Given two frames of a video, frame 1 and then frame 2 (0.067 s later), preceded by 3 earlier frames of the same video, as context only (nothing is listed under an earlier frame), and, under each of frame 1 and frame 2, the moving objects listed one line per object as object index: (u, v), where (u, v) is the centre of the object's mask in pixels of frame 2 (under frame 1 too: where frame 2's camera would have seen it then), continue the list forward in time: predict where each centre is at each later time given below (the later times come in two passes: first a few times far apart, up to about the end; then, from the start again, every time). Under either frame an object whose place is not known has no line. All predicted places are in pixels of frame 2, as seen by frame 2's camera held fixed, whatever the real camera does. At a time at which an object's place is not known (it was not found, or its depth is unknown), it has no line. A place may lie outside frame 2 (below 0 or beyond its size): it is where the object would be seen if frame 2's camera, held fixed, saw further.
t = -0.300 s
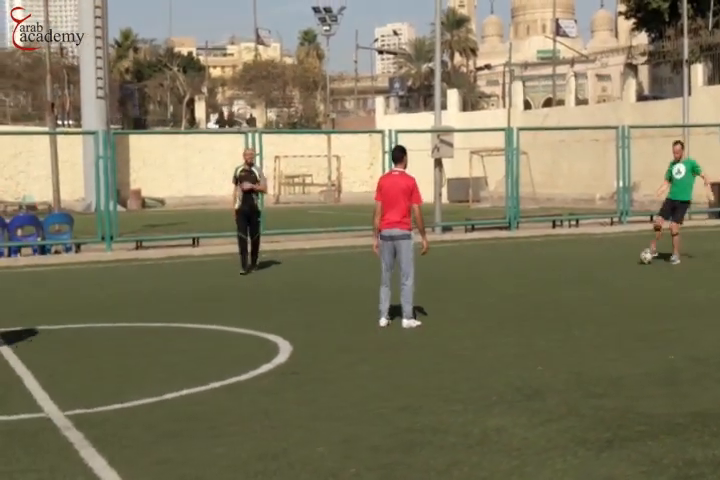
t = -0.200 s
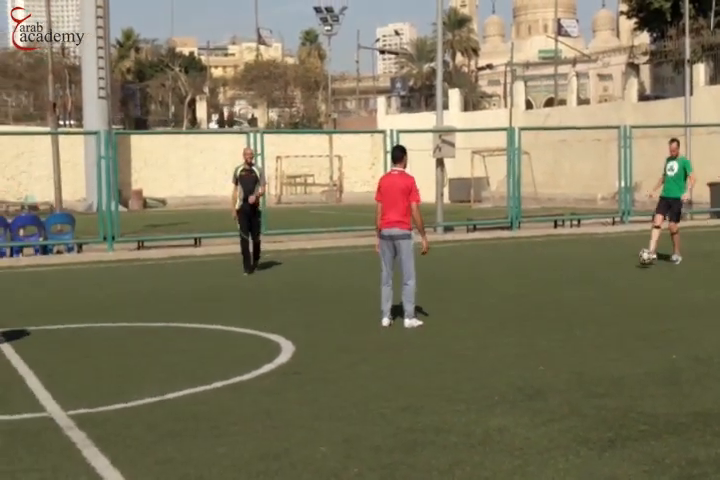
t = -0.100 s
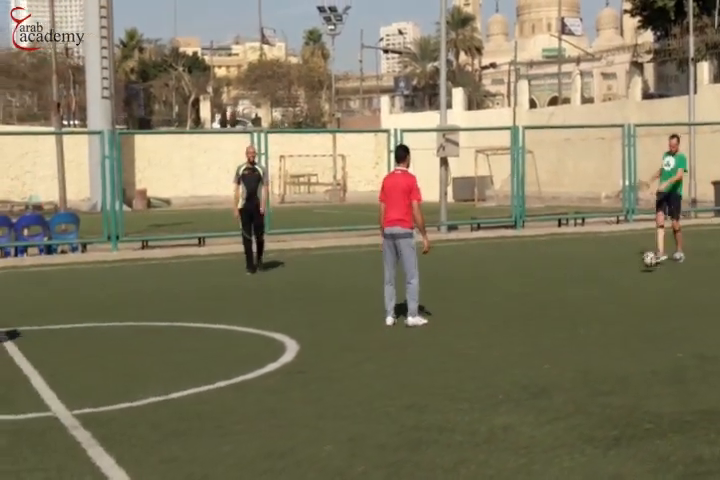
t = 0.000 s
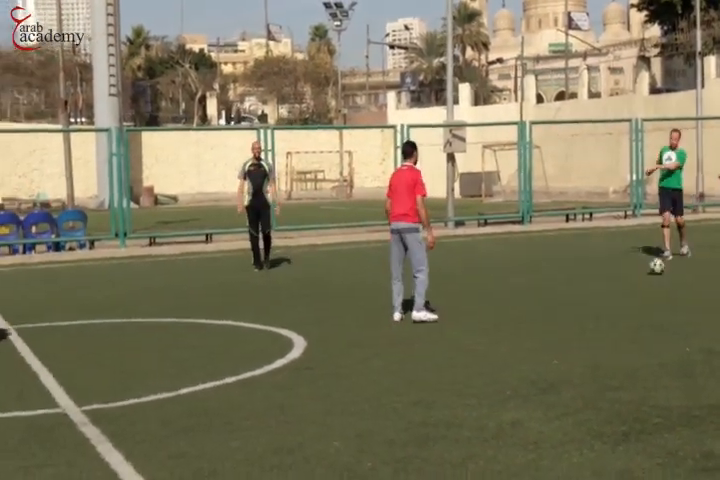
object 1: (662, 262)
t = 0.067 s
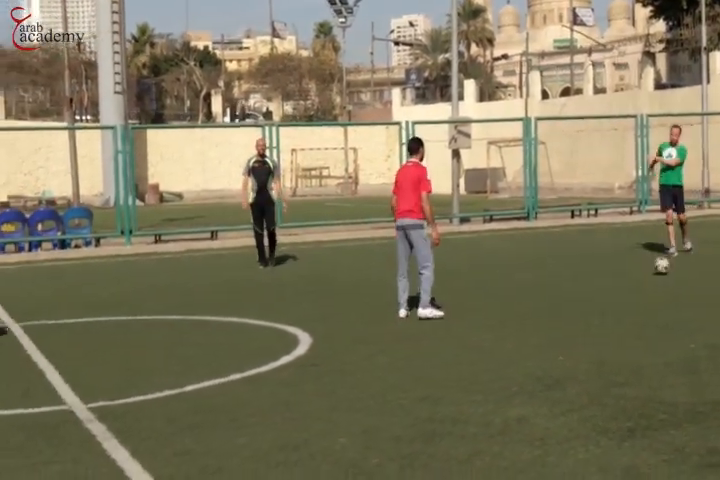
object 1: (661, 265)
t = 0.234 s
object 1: (659, 273)
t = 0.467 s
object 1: (654, 289)
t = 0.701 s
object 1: (647, 306)
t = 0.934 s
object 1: (639, 324)
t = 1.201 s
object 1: (627, 358)
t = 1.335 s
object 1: (619, 376)
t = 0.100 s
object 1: (661, 267)
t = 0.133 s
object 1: (661, 268)
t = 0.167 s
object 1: (661, 271)
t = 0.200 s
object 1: (660, 272)
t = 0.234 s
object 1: (659, 273)
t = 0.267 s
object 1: (658, 275)
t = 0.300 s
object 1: (658, 278)
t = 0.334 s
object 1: (657, 282)
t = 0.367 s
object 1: (657, 283)
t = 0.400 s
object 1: (656, 285)
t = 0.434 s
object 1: (655, 287)
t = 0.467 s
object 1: (654, 289)
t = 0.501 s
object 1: (653, 290)
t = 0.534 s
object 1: (653, 292)
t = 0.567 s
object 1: (652, 295)
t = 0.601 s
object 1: (651, 299)
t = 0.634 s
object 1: (650, 299)
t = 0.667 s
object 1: (649, 302)
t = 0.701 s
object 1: (647, 306)
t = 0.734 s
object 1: (646, 309)
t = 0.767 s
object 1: (645, 312)
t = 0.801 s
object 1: (644, 314)
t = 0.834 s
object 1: (643, 317)
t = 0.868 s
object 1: (641, 321)
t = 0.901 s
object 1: (641, 322)
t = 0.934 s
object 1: (639, 324)
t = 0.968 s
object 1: (637, 327)
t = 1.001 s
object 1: (636, 332)
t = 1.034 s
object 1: (635, 338)
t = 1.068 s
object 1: (634, 340)
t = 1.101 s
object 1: (632, 345)
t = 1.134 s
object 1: (630, 350)
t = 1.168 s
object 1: (628, 354)
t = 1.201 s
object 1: (627, 358)
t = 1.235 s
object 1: (625, 362)
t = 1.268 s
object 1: (623, 367)
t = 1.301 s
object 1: (621, 373)
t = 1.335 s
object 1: (619, 376)
